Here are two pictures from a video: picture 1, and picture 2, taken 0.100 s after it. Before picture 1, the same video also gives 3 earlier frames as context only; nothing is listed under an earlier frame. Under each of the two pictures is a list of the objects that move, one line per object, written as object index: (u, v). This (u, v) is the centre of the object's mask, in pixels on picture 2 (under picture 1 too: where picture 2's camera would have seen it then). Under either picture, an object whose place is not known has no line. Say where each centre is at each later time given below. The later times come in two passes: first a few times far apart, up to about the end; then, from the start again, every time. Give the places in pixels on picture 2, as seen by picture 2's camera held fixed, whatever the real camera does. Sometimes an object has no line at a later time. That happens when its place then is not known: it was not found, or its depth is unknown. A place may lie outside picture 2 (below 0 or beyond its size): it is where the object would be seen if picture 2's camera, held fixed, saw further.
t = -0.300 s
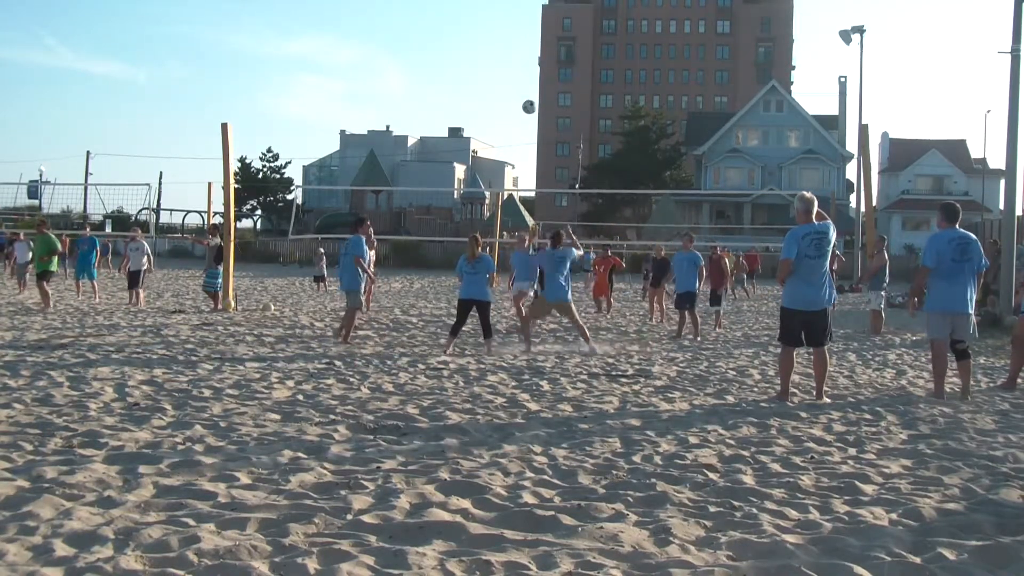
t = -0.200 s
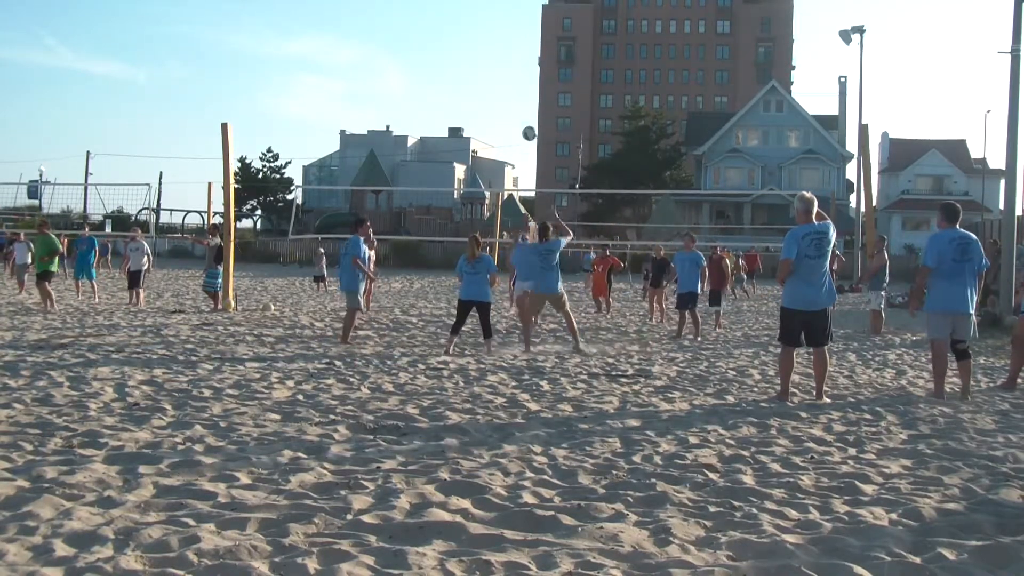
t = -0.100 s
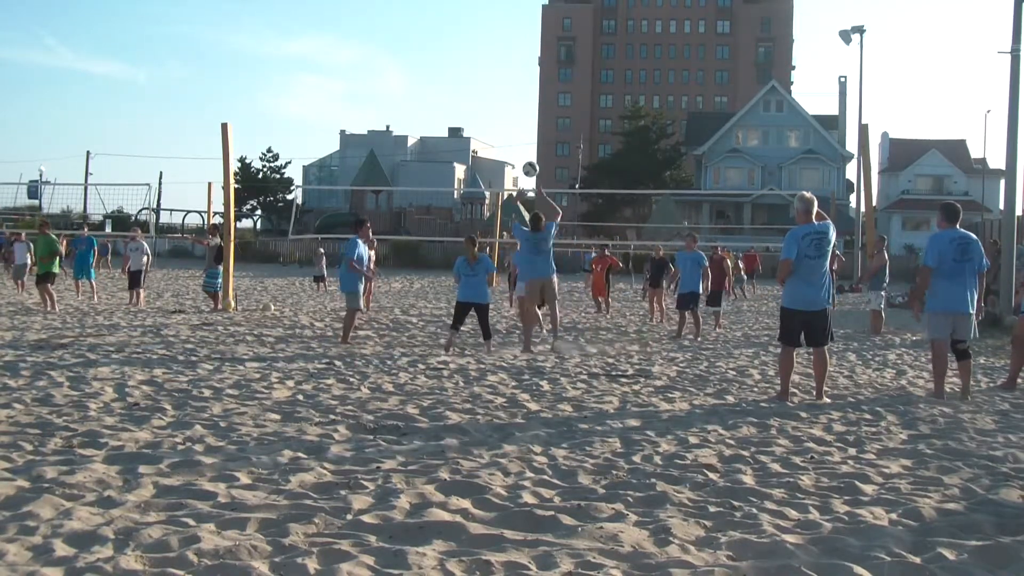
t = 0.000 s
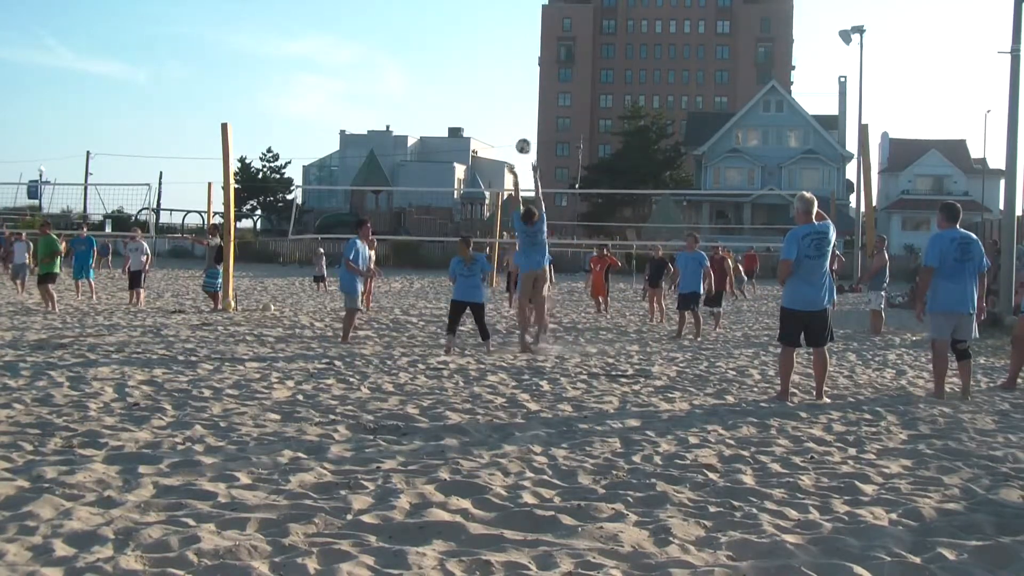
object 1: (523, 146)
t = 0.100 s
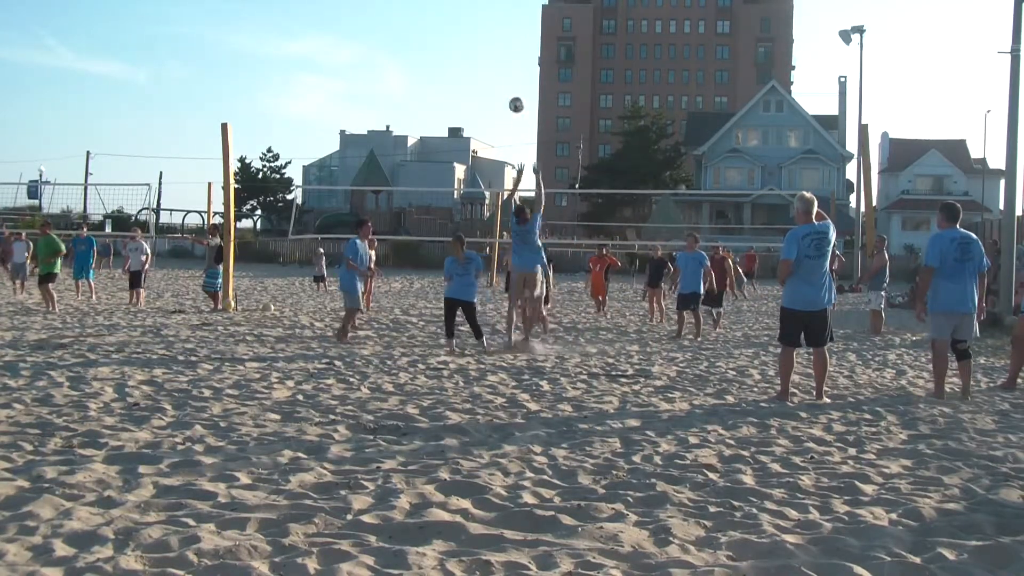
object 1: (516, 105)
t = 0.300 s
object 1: (502, 47)
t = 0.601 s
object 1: (480, 17)
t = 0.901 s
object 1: (458, 49)
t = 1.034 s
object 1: (446, 82)
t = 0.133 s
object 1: (513, 93)
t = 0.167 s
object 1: (511, 82)
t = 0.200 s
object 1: (509, 72)
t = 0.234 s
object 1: (506, 63)
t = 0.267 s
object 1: (504, 55)
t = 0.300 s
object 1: (502, 47)
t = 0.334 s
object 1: (499, 41)
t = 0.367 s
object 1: (497, 35)
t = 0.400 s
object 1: (495, 30)
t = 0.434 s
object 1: (492, 26)
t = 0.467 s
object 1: (490, 22)
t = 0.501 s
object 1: (487, 20)
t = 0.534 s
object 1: (485, 18)
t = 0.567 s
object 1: (483, 17)
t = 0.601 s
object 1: (480, 17)
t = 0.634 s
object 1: (478, 17)
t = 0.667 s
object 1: (475, 19)
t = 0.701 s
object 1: (473, 21)
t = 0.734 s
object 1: (470, 24)
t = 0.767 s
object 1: (468, 27)
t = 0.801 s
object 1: (465, 32)
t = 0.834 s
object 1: (463, 37)
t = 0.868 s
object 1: (460, 43)
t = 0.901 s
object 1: (458, 49)
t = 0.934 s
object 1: (455, 56)
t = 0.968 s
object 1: (452, 64)
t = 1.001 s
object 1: (449, 73)
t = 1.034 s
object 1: (446, 82)
